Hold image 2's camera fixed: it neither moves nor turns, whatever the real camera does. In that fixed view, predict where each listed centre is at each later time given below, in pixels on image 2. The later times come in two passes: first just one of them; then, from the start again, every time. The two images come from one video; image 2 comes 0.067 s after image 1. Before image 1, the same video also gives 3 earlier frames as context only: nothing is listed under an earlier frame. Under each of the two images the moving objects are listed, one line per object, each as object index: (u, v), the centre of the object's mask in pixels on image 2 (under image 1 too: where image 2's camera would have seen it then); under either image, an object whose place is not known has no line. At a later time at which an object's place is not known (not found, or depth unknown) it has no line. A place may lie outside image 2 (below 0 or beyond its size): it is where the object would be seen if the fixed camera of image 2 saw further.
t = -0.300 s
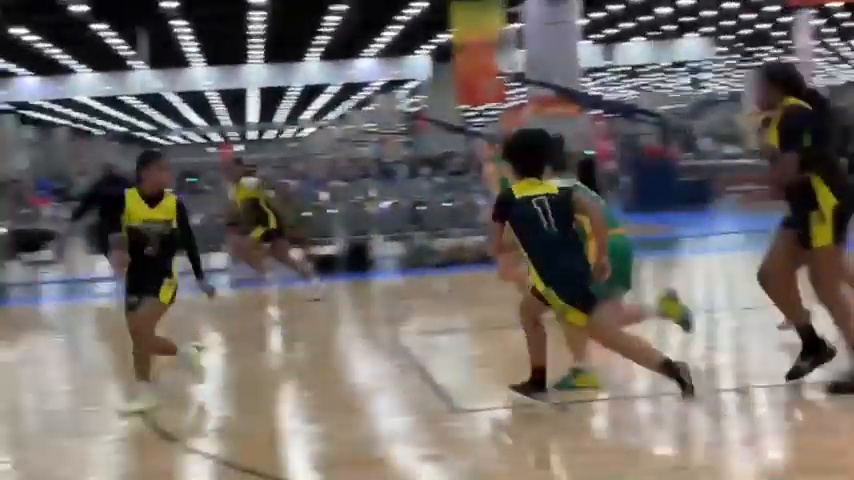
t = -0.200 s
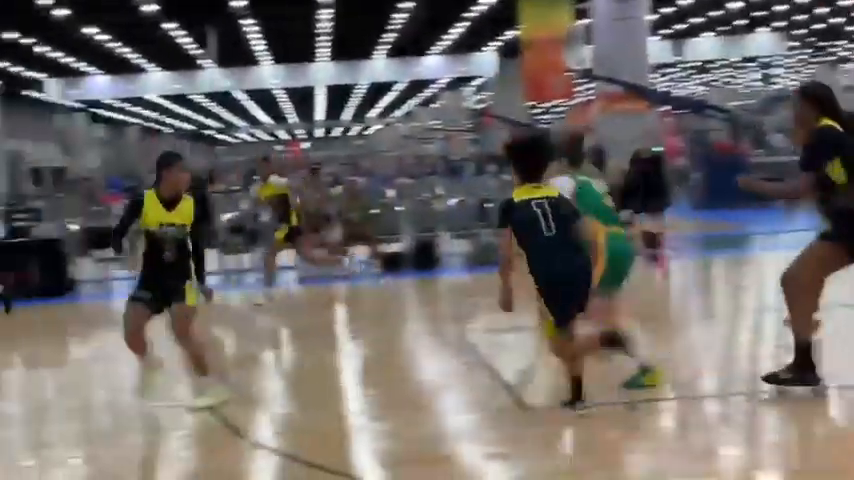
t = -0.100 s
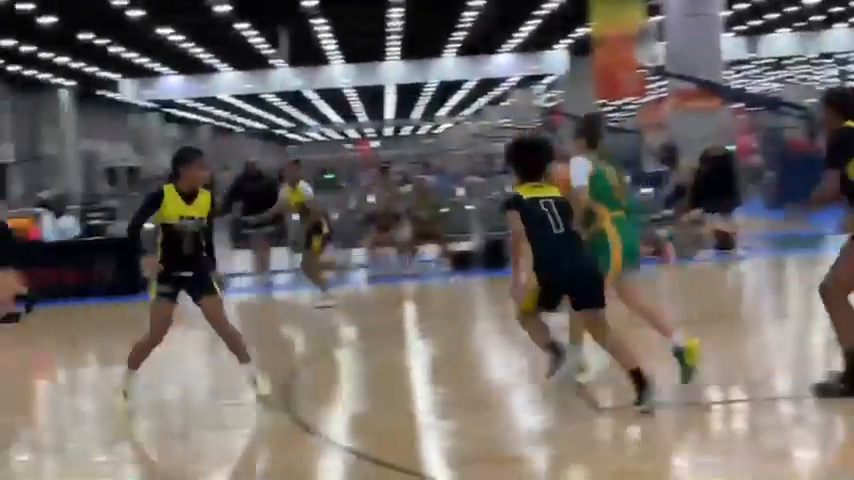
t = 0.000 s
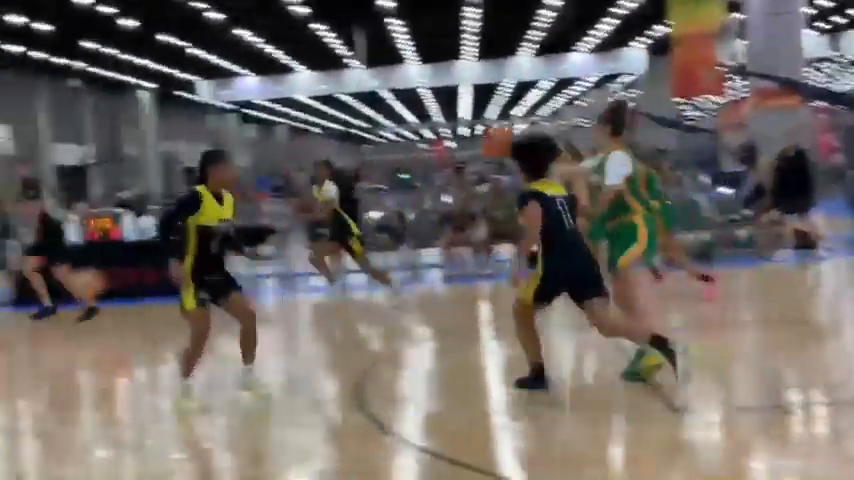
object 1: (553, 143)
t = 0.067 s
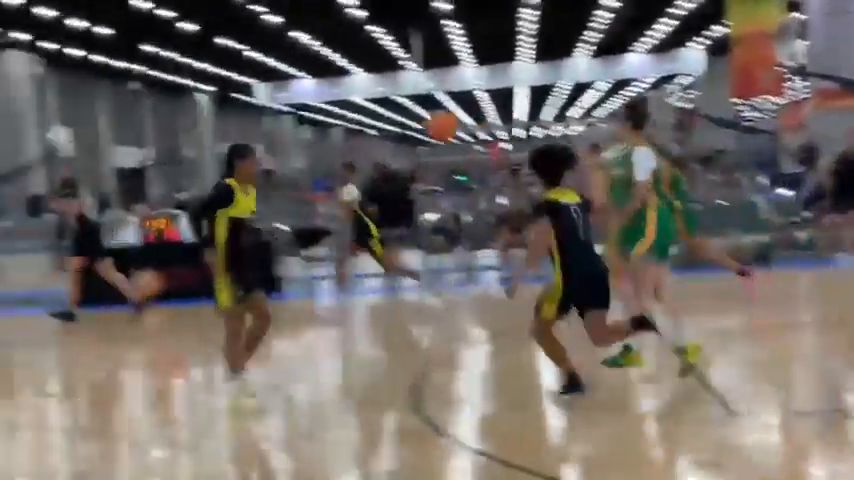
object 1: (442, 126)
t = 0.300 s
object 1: (120, 116)
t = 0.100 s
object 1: (387, 120)
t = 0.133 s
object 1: (338, 115)
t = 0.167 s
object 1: (290, 114)
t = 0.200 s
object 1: (245, 112)
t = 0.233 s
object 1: (204, 110)
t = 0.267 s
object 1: (161, 114)
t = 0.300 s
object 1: (120, 116)
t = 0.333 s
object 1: (79, 120)
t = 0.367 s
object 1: (40, 126)
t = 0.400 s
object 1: (3, 132)
